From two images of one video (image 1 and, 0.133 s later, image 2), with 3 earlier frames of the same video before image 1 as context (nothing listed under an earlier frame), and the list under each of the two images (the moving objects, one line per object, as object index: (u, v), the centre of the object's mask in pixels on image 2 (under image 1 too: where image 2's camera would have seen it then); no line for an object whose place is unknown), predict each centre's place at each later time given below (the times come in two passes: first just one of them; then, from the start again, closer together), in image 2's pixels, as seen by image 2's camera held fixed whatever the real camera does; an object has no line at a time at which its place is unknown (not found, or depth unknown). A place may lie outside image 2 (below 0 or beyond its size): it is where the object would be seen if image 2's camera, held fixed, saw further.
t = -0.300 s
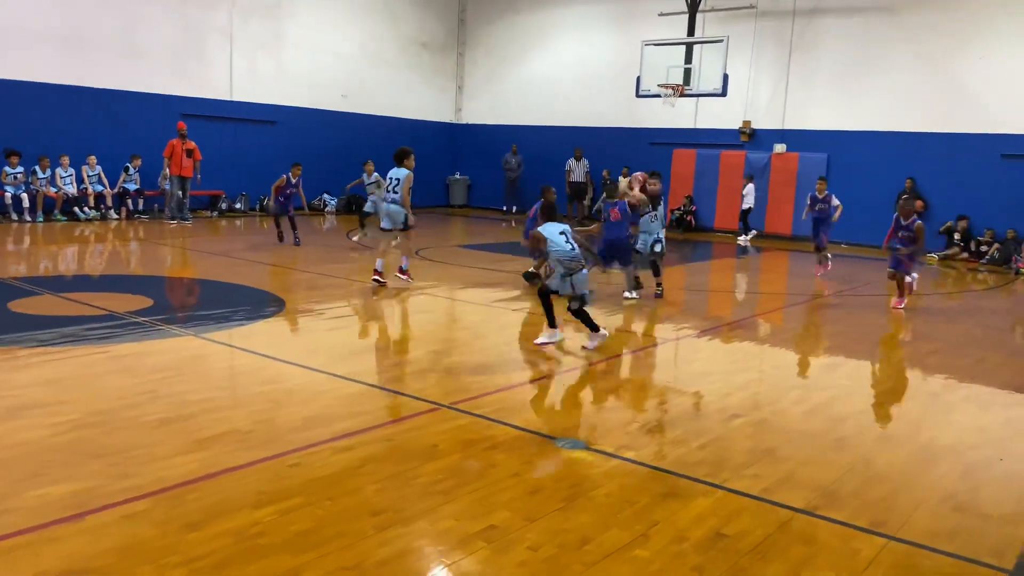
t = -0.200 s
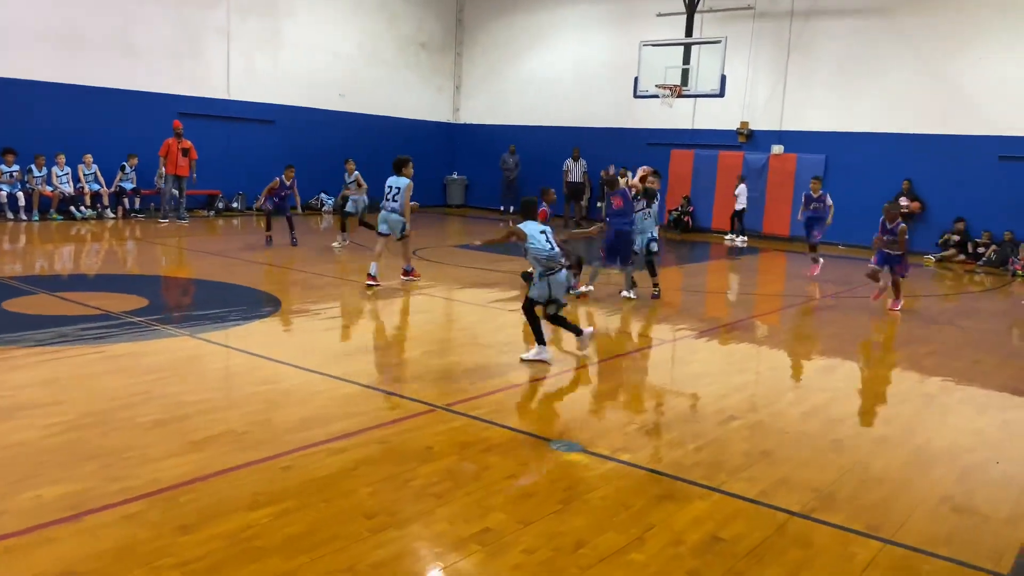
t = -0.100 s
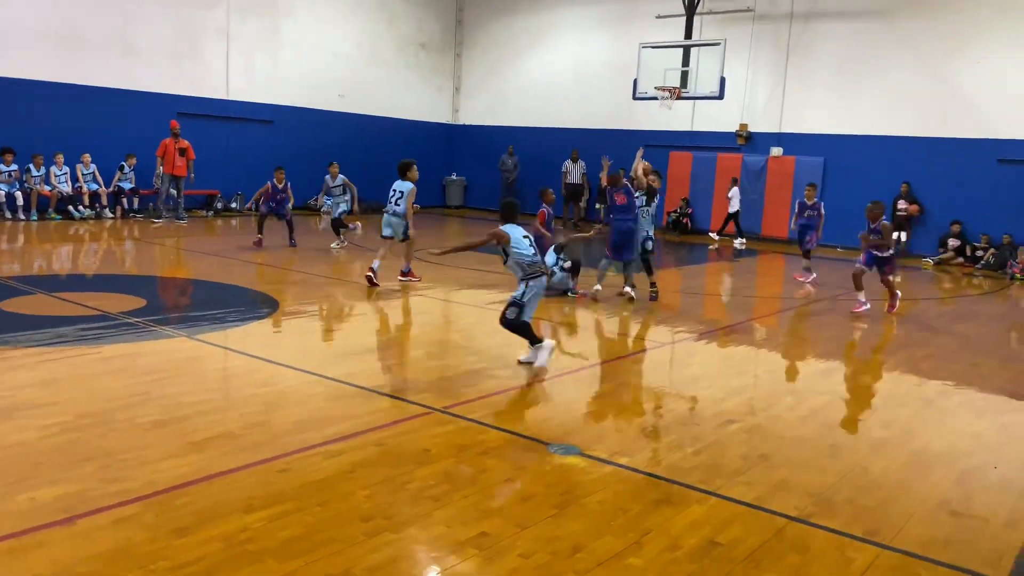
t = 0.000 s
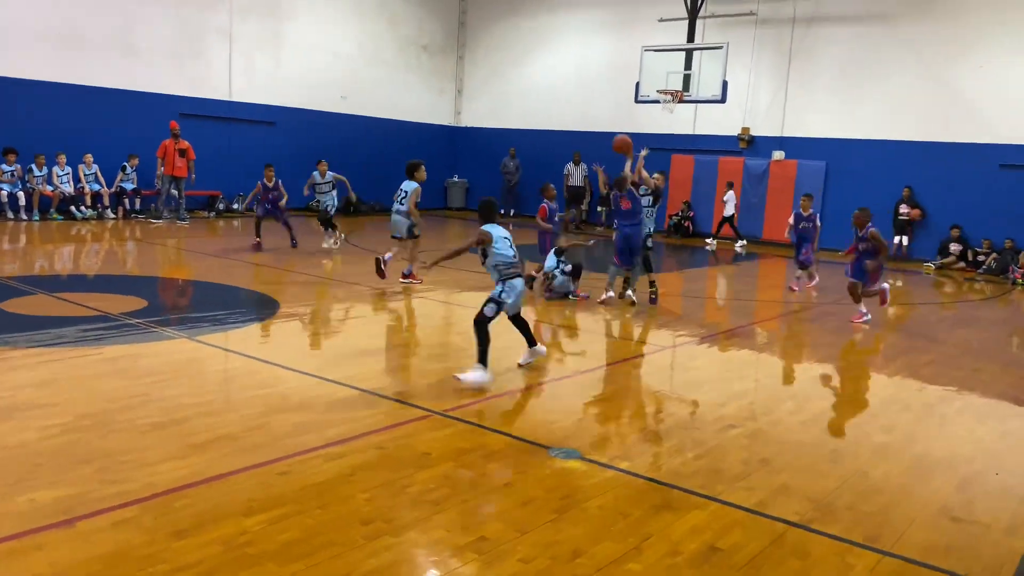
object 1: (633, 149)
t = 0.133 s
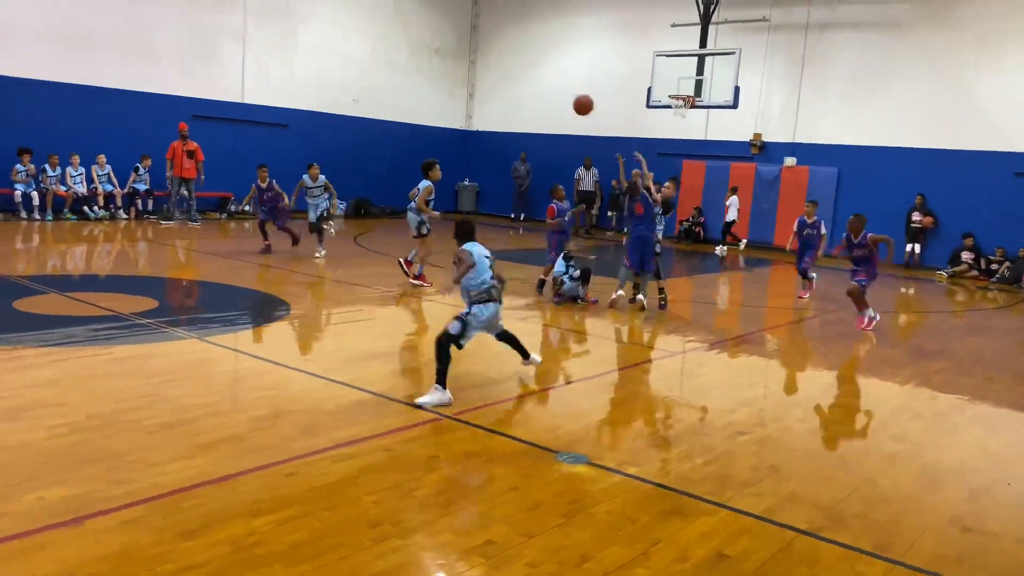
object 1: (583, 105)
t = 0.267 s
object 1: (524, 72)
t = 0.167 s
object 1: (569, 95)
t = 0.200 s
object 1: (555, 87)
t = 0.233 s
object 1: (540, 79)
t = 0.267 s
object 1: (524, 72)
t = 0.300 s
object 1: (508, 65)
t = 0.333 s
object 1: (492, 60)
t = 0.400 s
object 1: (456, 52)
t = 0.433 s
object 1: (437, 49)
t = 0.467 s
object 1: (417, 48)
